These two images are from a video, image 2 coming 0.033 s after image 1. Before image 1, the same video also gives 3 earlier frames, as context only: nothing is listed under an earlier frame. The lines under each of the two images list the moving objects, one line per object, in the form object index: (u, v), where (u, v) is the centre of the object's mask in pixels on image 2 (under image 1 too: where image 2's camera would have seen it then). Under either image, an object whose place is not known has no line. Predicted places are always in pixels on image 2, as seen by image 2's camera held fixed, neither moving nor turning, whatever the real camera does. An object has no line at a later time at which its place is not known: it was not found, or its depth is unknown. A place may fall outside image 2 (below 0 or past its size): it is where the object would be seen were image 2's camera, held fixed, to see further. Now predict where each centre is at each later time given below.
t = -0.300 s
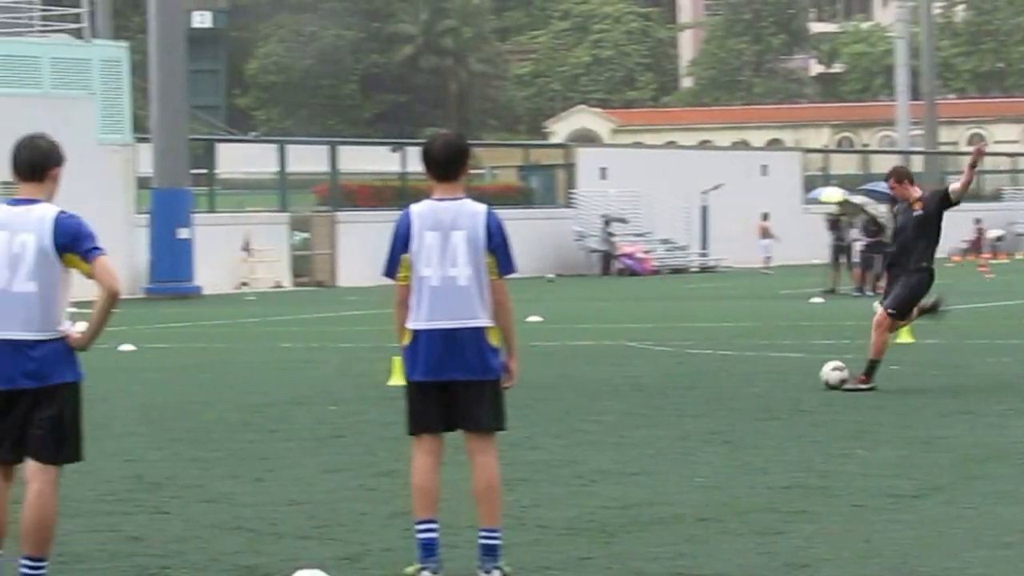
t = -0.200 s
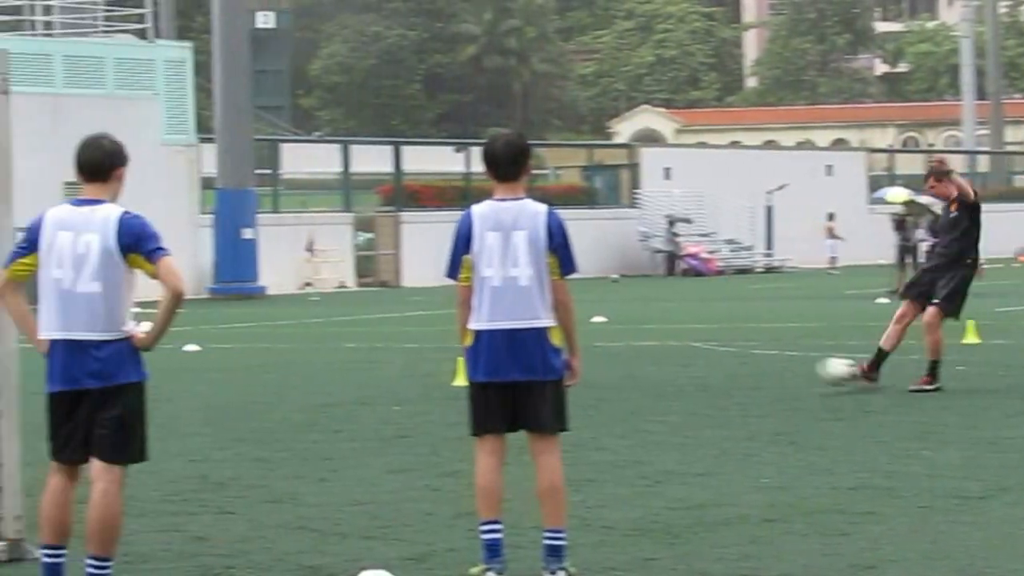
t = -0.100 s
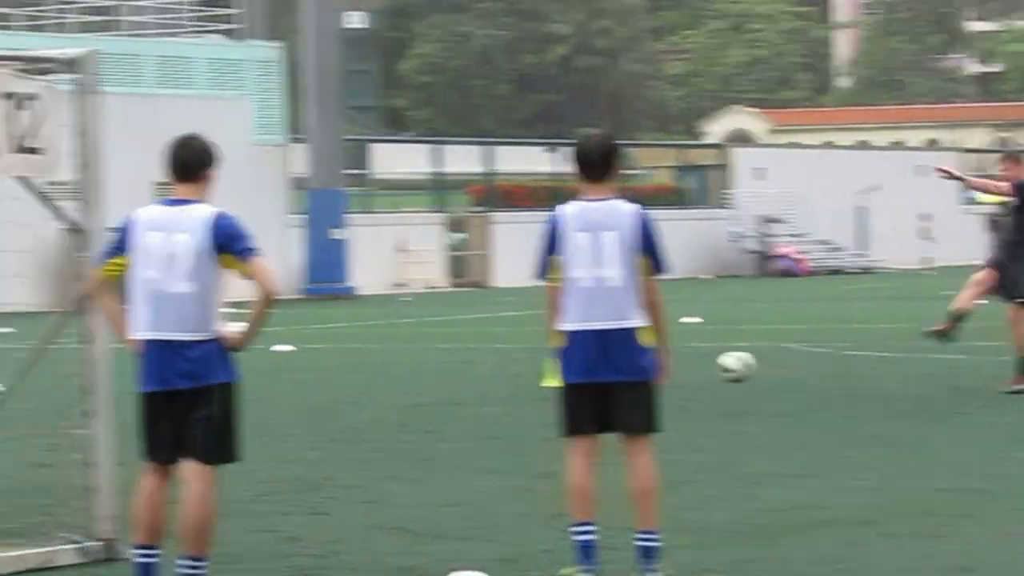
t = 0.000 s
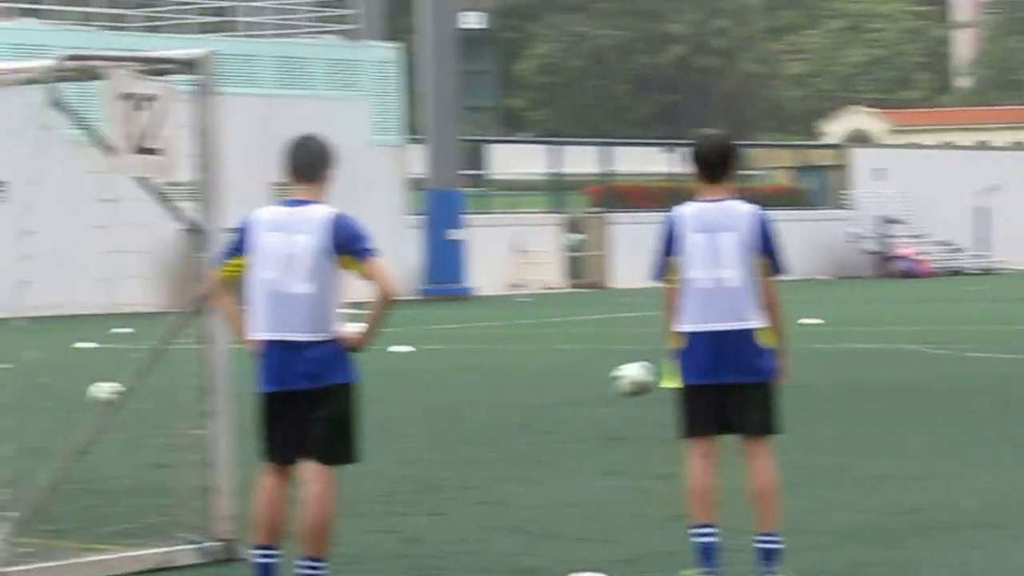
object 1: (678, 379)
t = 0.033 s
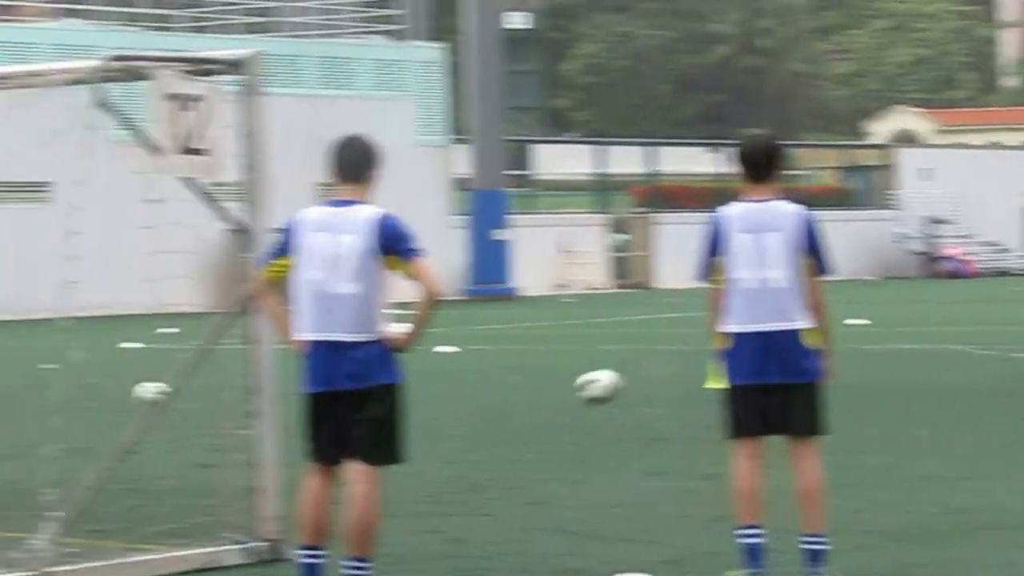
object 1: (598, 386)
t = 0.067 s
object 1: (514, 395)
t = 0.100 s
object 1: (430, 404)
